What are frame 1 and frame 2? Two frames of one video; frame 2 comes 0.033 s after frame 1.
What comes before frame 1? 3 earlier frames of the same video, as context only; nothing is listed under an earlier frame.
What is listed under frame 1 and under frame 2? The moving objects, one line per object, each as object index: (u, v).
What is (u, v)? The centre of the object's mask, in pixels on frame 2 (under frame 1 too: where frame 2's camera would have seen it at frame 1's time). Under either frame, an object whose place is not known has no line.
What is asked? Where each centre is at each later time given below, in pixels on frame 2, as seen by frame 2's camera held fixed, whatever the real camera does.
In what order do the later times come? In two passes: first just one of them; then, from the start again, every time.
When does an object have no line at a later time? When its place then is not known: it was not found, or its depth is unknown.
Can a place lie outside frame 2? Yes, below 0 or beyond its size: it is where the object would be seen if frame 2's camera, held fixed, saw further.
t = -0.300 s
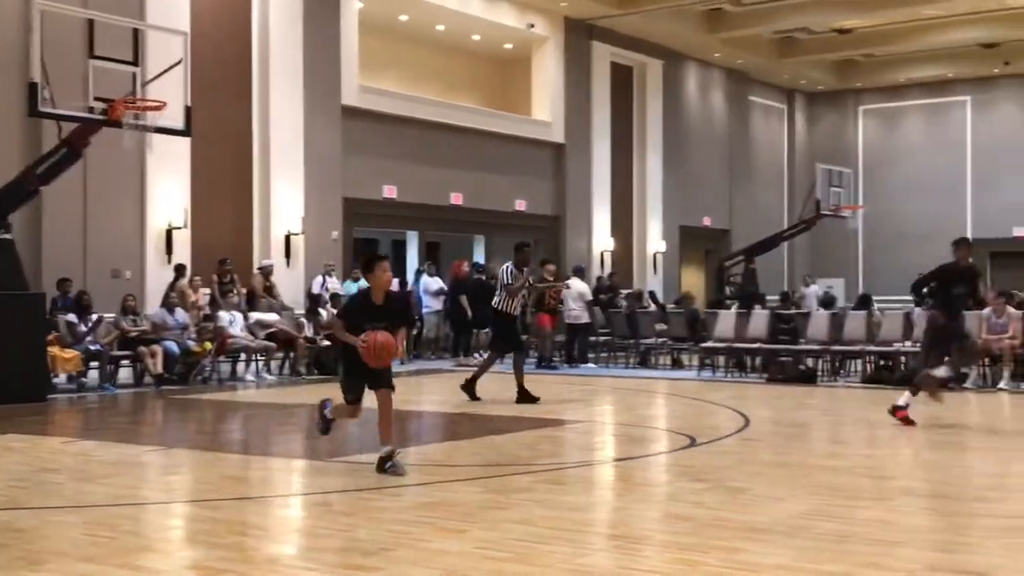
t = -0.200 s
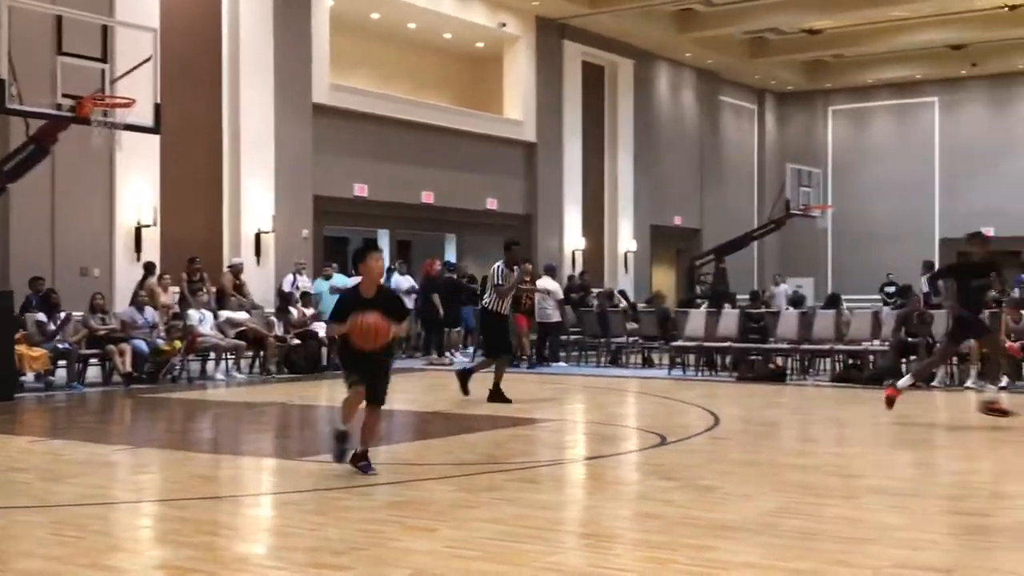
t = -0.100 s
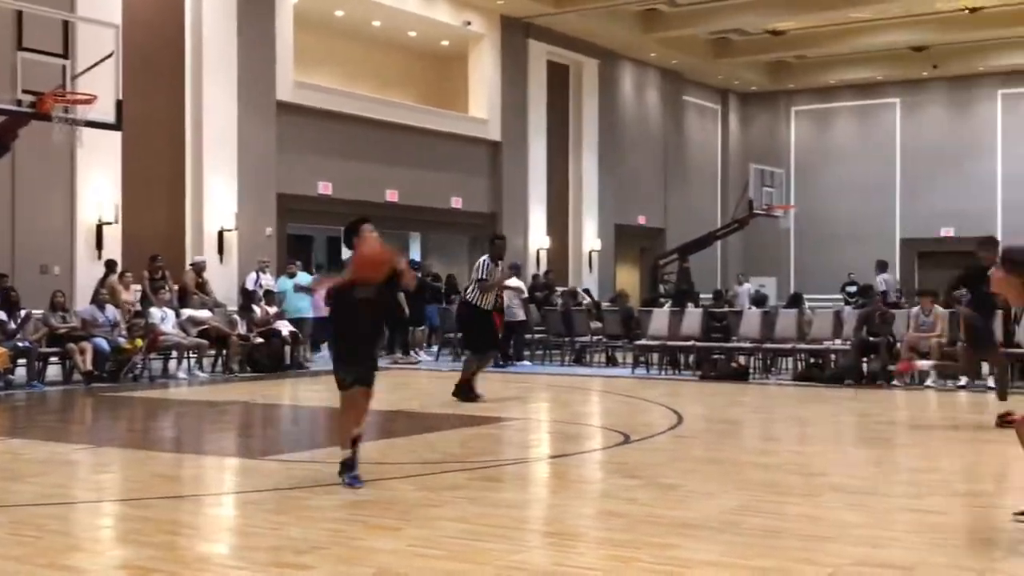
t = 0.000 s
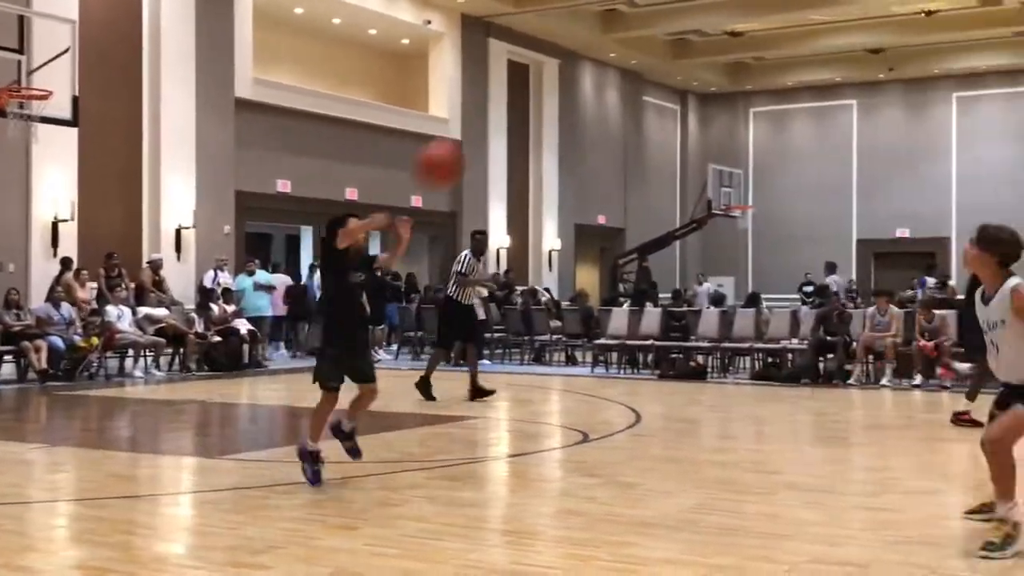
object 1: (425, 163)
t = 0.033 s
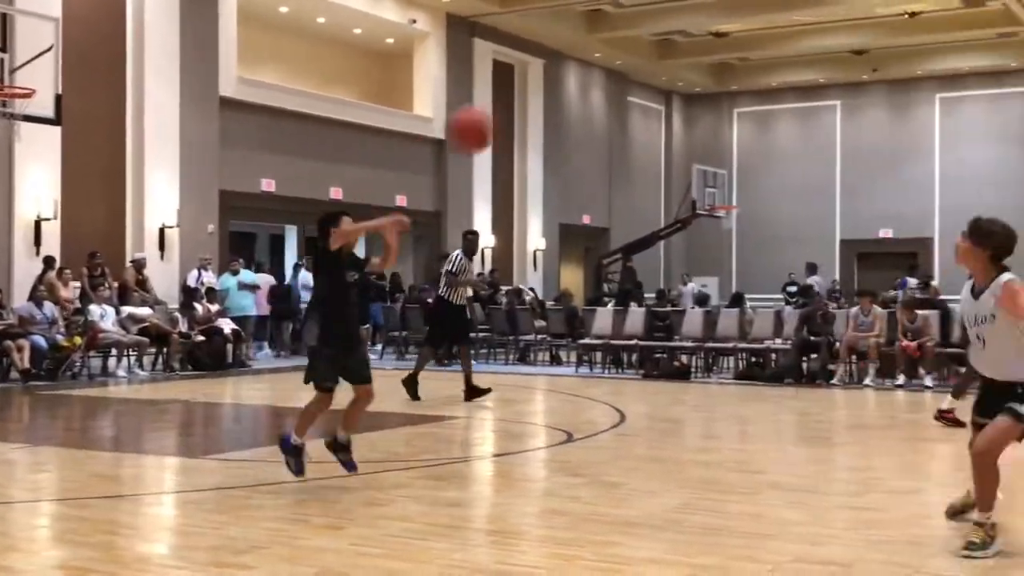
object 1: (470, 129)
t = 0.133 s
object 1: (637, 23)
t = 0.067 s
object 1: (521, 94)
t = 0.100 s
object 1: (579, 56)
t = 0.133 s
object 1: (637, 23)
